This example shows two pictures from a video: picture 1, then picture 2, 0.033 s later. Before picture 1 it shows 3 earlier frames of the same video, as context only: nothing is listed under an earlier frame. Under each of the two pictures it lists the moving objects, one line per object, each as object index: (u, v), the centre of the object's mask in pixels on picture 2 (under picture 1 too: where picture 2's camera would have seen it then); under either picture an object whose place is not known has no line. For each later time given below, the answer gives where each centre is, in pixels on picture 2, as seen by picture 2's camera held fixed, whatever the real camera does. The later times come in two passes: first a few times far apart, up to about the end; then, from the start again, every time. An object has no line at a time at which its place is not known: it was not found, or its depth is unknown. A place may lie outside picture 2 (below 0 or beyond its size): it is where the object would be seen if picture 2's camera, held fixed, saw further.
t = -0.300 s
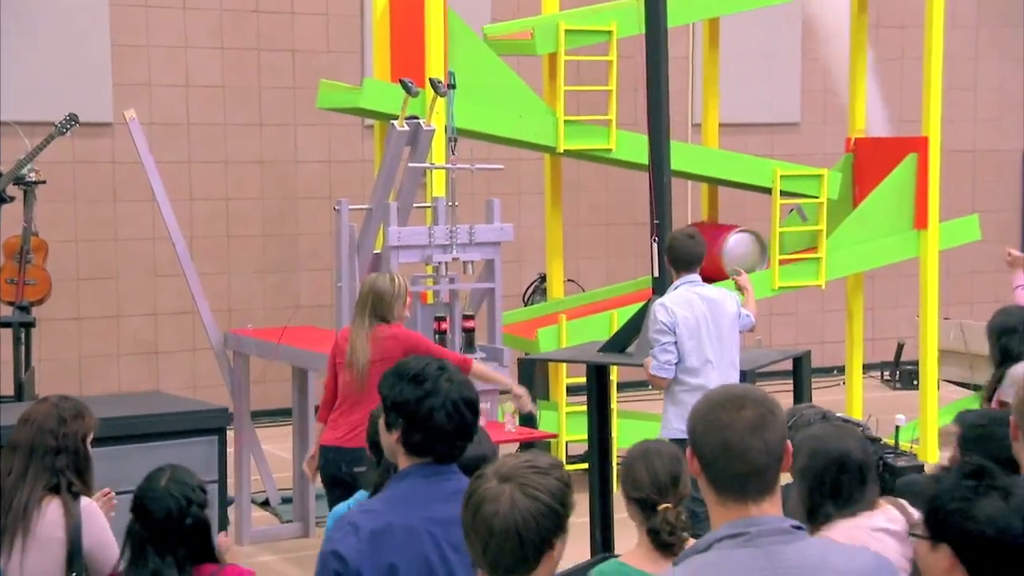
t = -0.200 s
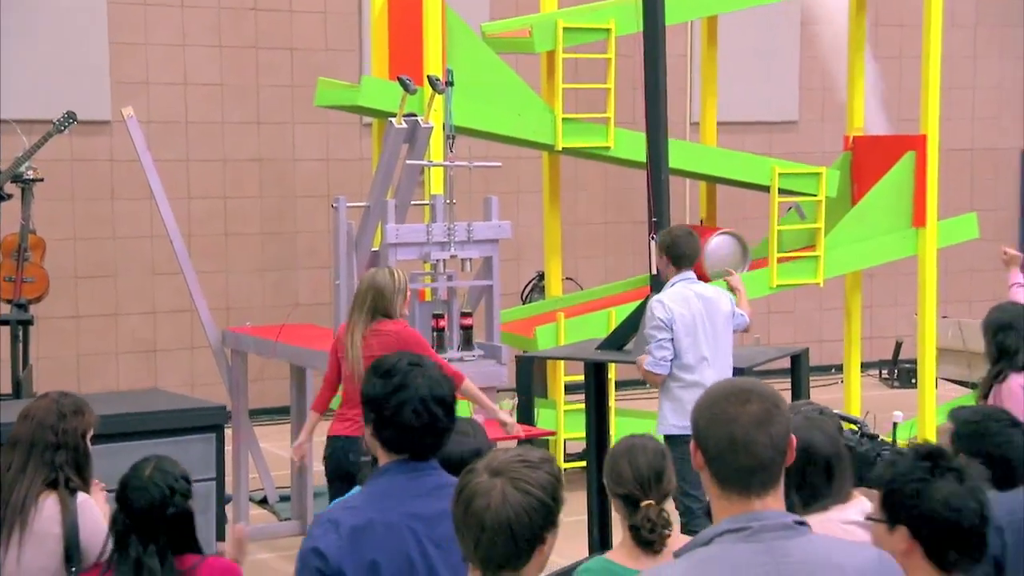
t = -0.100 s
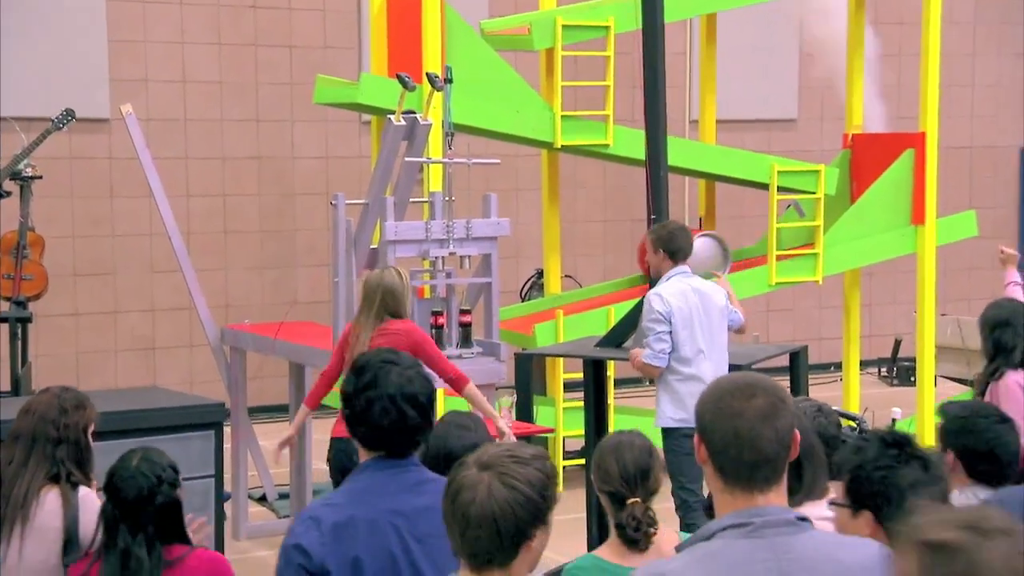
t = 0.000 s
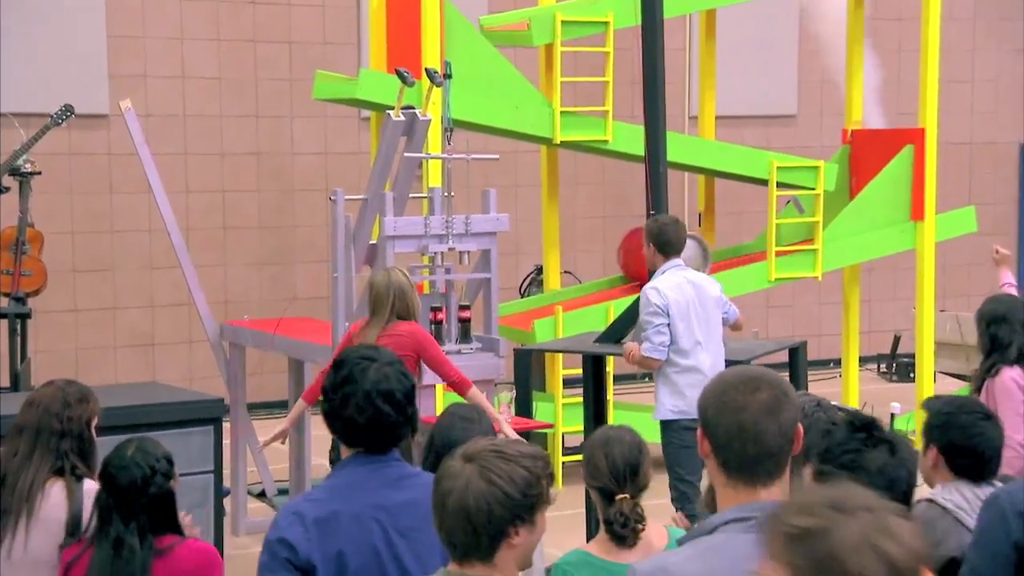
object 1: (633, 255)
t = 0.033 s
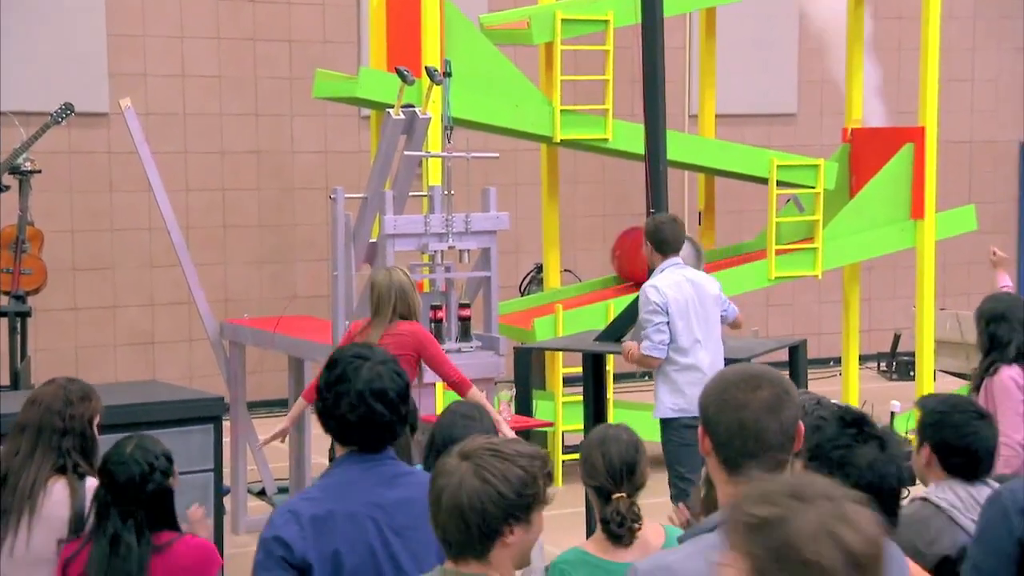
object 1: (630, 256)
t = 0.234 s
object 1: (608, 266)
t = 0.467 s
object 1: (555, 281)
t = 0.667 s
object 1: (520, 298)
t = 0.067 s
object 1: (627, 258)
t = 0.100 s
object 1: (624, 259)
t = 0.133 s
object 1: (620, 261)
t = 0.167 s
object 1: (616, 263)
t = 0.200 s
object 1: (612, 265)
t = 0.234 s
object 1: (608, 266)
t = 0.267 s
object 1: (603, 269)
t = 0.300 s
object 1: (596, 271)
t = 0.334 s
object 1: (589, 273)
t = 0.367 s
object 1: (580, 275)
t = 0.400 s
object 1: (572, 277)
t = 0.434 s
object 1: (564, 279)
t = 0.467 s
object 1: (555, 281)
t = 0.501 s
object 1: (546, 283)
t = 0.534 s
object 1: (538, 286)
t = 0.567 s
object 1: (532, 288)
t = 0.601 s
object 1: (527, 292)
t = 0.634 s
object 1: (524, 294)
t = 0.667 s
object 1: (520, 298)
